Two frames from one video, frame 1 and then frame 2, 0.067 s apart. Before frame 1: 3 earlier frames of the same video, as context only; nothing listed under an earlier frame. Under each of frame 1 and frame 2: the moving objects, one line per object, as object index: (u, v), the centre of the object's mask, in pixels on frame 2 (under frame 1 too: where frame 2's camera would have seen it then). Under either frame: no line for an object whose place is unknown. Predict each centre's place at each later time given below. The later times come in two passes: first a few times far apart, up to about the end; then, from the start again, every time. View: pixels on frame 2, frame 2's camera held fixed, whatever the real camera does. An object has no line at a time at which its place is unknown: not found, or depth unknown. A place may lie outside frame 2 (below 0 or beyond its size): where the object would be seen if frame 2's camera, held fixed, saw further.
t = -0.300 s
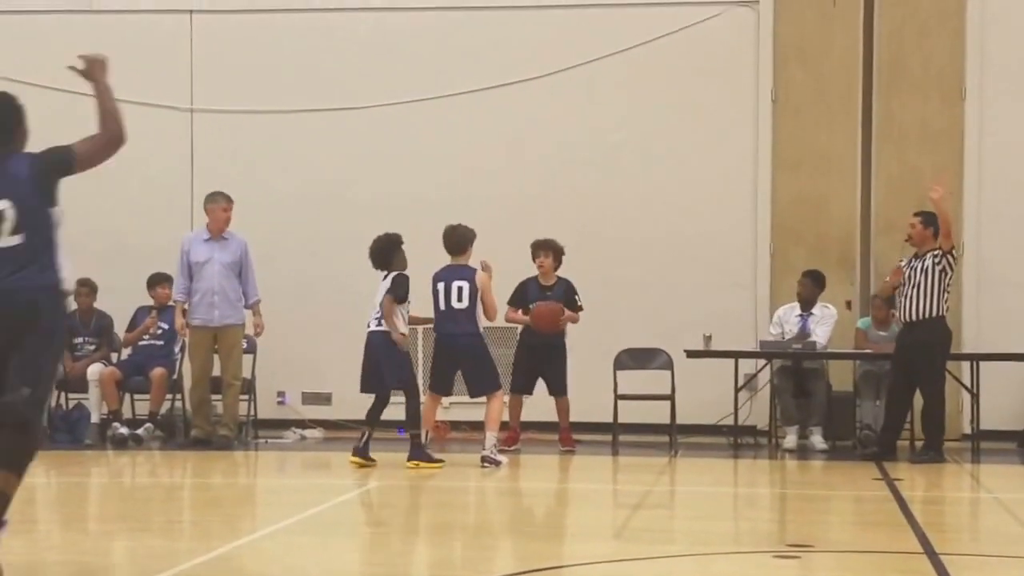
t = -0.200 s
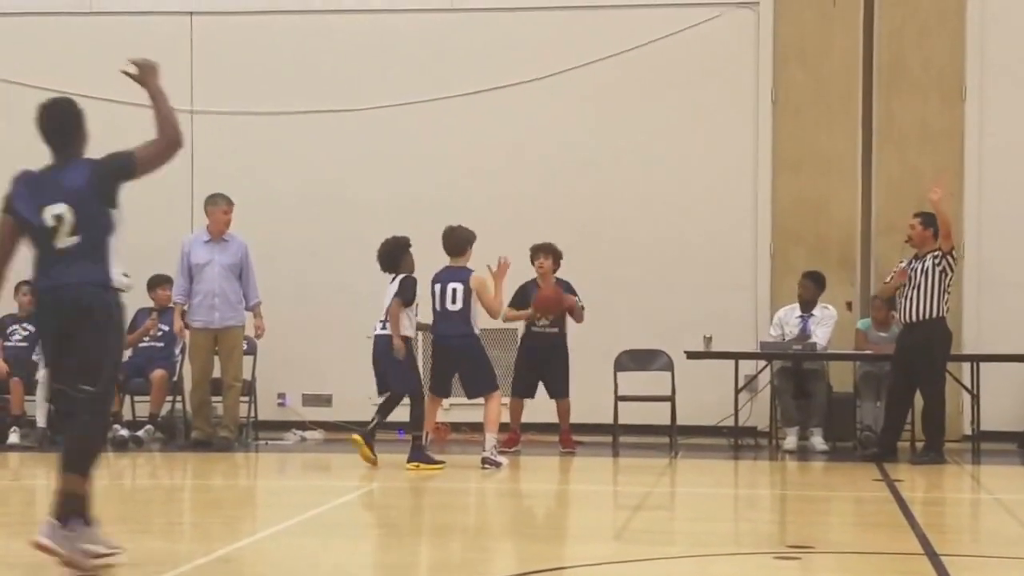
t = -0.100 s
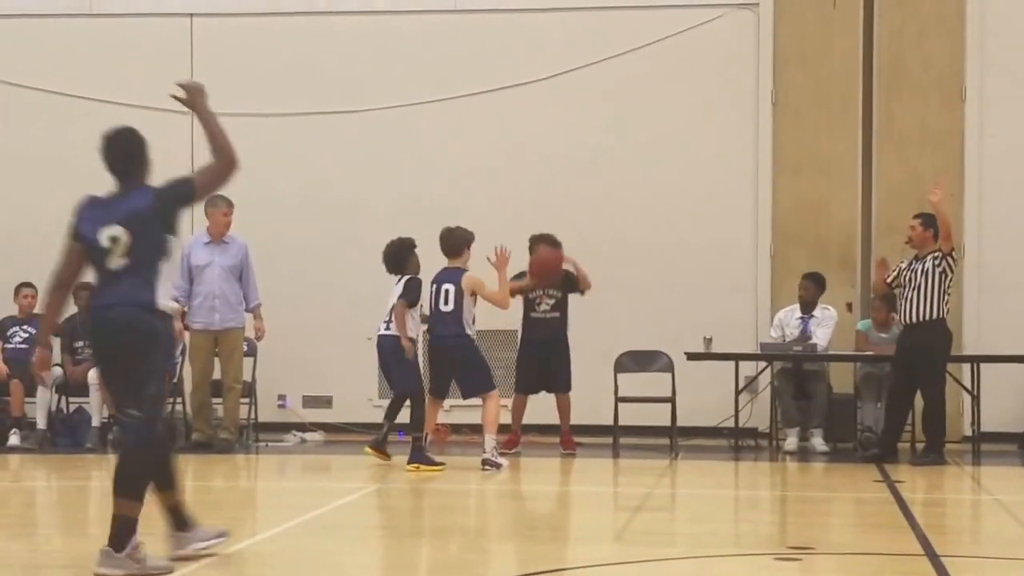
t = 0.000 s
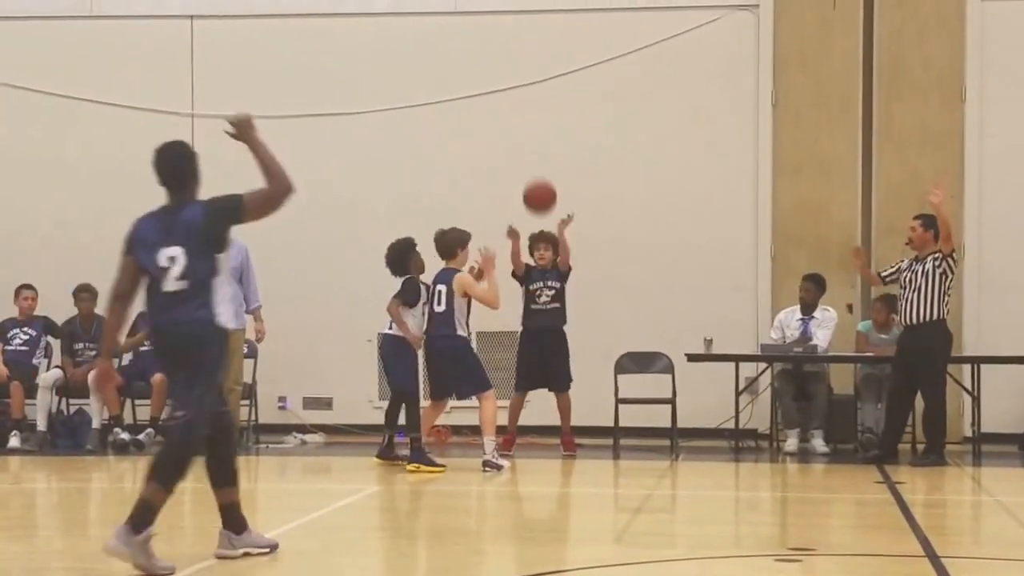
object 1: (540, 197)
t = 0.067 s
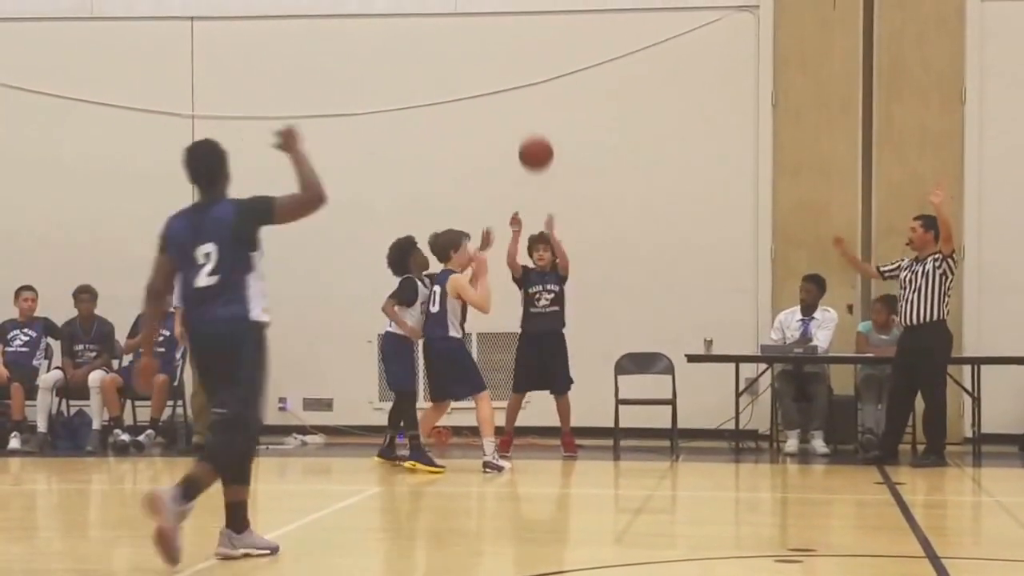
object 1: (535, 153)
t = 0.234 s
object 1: (526, 62)
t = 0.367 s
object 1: (516, 14)
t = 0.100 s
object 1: (534, 133)
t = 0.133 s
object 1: (532, 113)
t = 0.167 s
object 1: (529, 94)
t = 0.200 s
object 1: (527, 78)
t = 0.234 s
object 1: (526, 62)
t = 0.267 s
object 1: (523, 48)
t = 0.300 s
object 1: (521, 36)
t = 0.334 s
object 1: (518, 24)
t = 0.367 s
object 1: (516, 14)
